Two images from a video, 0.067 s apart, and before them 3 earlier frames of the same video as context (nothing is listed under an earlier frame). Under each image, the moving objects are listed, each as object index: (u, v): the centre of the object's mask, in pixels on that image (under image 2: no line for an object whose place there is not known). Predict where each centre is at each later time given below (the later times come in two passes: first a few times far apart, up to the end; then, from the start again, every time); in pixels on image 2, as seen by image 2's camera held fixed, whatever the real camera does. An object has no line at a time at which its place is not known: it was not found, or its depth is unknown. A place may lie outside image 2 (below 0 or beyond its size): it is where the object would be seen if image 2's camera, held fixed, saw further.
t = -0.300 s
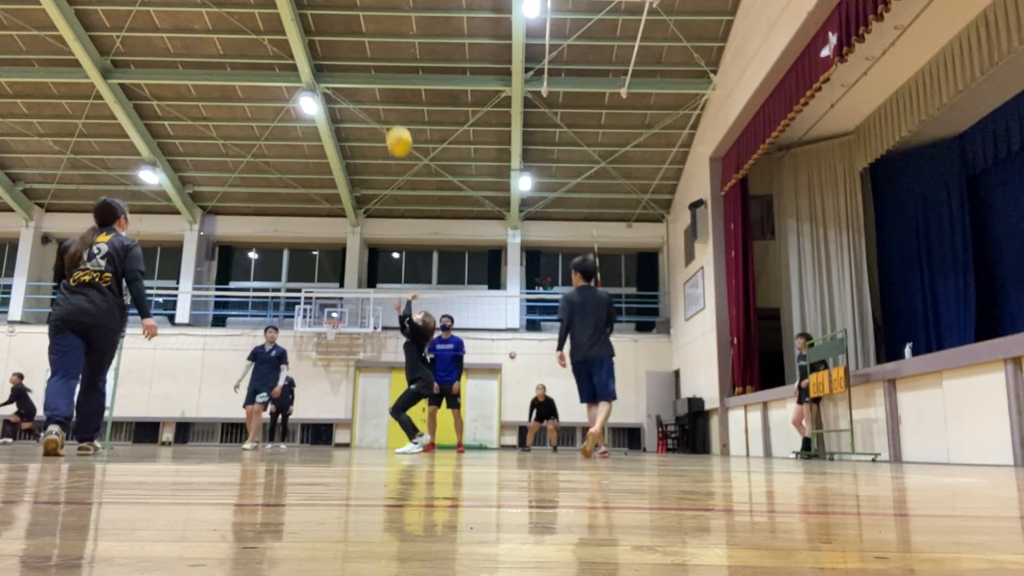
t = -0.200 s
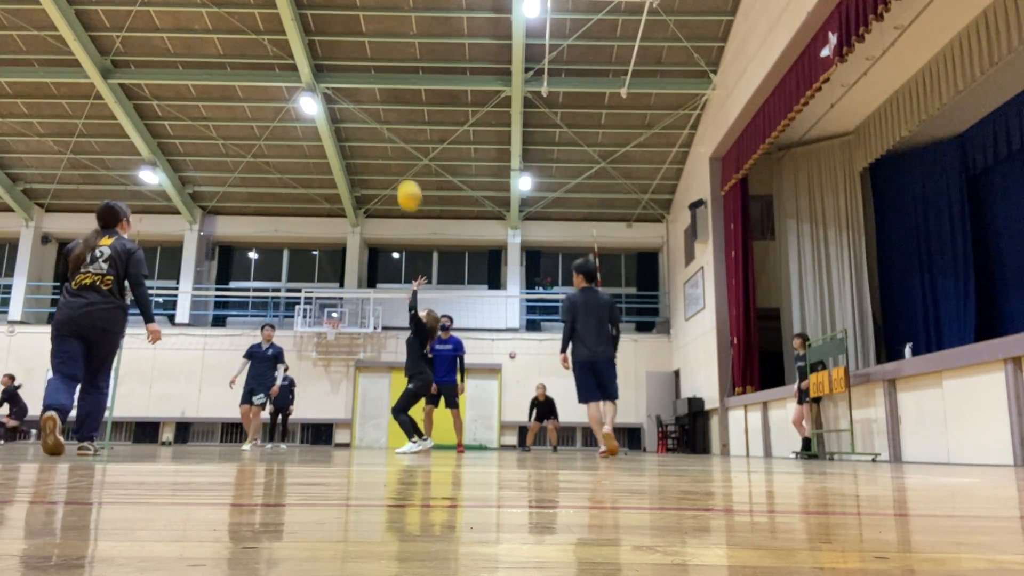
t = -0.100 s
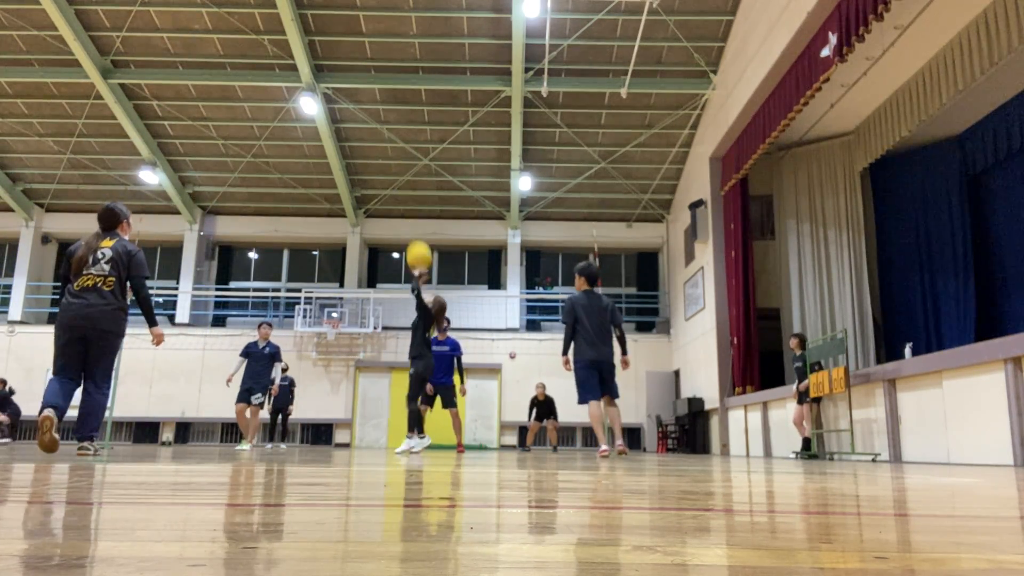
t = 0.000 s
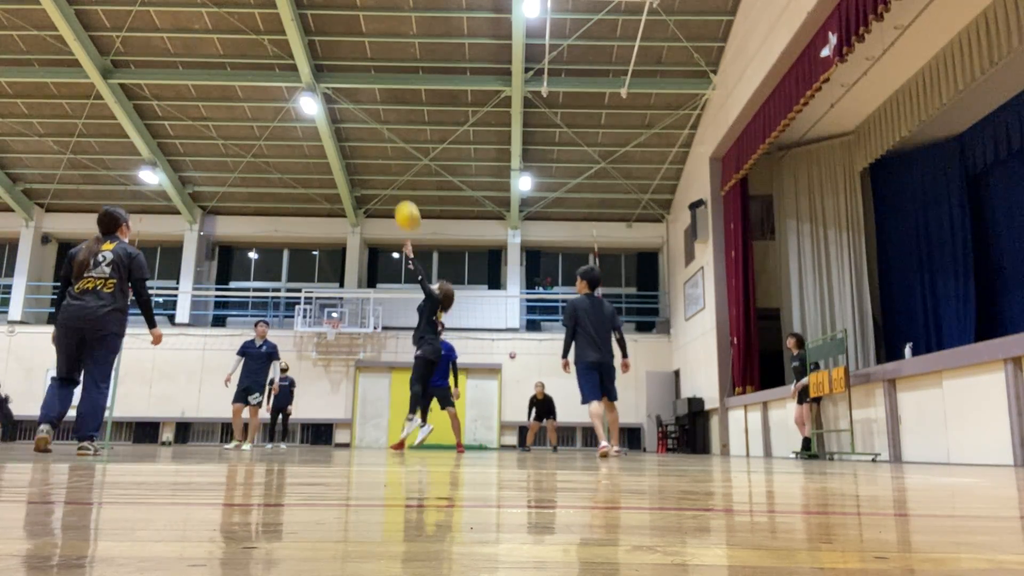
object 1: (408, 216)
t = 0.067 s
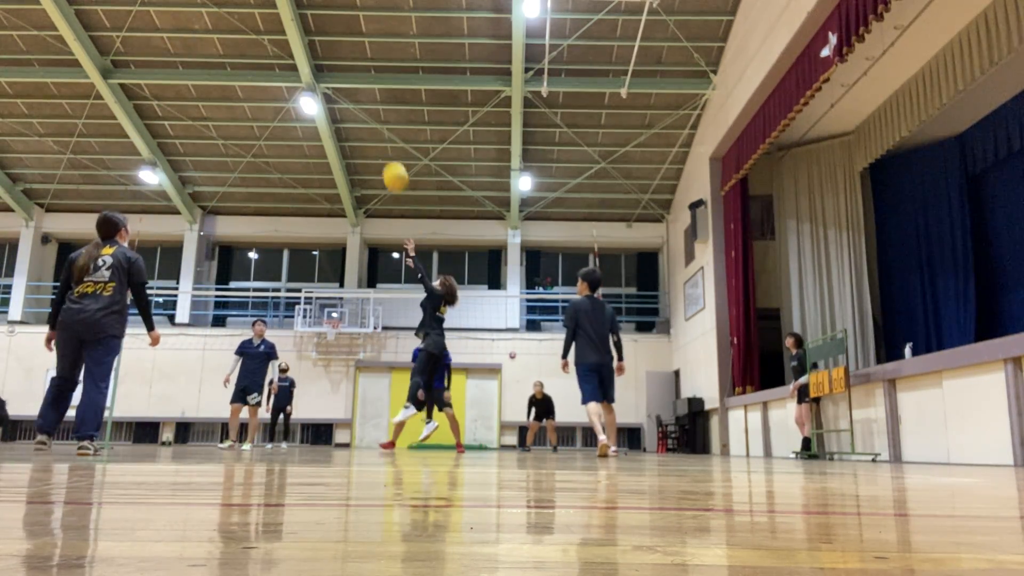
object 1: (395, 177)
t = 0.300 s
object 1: (356, 79)
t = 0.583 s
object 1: (312, 34)
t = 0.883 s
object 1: (264, 54)
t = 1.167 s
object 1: (219, 132)
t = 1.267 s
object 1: (203, 173)
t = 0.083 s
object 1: (392, 168)
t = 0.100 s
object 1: (389, 159)
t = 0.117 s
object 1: (386, 150)
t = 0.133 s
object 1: (384, 143)
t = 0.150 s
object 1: (381, 135)
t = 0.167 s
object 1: (378, 127)
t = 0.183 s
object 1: (375, 121)
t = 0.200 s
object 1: (372, 113)
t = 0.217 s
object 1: (369, 107)
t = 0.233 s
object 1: (366, 101)
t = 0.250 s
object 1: (364, 95)
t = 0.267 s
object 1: (361, 90)
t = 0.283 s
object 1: (358, 84)
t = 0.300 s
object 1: (356, 79)
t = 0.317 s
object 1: (353, 74)
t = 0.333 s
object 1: (350, 70)
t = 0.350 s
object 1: (348, 66)
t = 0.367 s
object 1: (345, 62)
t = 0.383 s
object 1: (342, 59)
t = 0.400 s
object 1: (340, 55)
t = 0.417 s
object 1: (337, 52)
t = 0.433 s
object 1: (334, 50)
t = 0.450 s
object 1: (332, 47)
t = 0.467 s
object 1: (329, 44)
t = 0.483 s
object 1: (327, 42)
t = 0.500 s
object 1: (324, 40)
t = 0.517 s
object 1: (321, 39)
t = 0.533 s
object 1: (319, 37)
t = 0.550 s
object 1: (316, 36)
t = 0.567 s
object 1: (314, 35)
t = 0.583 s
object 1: (312, 34)
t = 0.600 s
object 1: (309, 33)
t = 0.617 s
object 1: (306, 33)
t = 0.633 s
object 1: (304, 32)
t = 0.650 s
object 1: (301, 32)
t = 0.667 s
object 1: (298, 33)
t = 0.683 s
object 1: (296, 33)
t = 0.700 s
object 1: (293, 34)
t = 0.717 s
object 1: (291, 34)
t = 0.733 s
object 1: (288, 35)
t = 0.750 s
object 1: (285, 37)
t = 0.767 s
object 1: (282, 38)
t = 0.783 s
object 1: (280, 40)
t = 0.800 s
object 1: (277, 42)
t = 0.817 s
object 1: (275, 44)
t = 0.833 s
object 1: (272, 46)
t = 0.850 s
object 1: (270, 48)
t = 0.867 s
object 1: (267, 51)
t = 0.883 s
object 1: (264, 54)
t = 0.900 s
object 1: (262, 57)
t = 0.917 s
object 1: (259, 60)
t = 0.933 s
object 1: (256, 63)
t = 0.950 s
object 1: (254, 67)
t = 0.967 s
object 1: (251, 71)
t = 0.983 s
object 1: (248, 75)
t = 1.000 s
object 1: (246, 79)
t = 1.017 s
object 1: (243, 84)
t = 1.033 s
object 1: (240, 89)
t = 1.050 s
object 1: (237, 93)
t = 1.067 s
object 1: (235, 98)
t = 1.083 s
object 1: (232, 103)
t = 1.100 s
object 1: (230, 108)
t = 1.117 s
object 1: (227, 114)
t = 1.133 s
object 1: (224, 120)
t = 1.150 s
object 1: (221, 126)
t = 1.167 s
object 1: (219, 132)
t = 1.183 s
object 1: (216, 139)
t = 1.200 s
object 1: (213, 145)
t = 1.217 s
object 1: (211, 152)
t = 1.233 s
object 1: (208, 159)
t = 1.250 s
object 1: (205, 166)
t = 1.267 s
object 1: (203, 173)
